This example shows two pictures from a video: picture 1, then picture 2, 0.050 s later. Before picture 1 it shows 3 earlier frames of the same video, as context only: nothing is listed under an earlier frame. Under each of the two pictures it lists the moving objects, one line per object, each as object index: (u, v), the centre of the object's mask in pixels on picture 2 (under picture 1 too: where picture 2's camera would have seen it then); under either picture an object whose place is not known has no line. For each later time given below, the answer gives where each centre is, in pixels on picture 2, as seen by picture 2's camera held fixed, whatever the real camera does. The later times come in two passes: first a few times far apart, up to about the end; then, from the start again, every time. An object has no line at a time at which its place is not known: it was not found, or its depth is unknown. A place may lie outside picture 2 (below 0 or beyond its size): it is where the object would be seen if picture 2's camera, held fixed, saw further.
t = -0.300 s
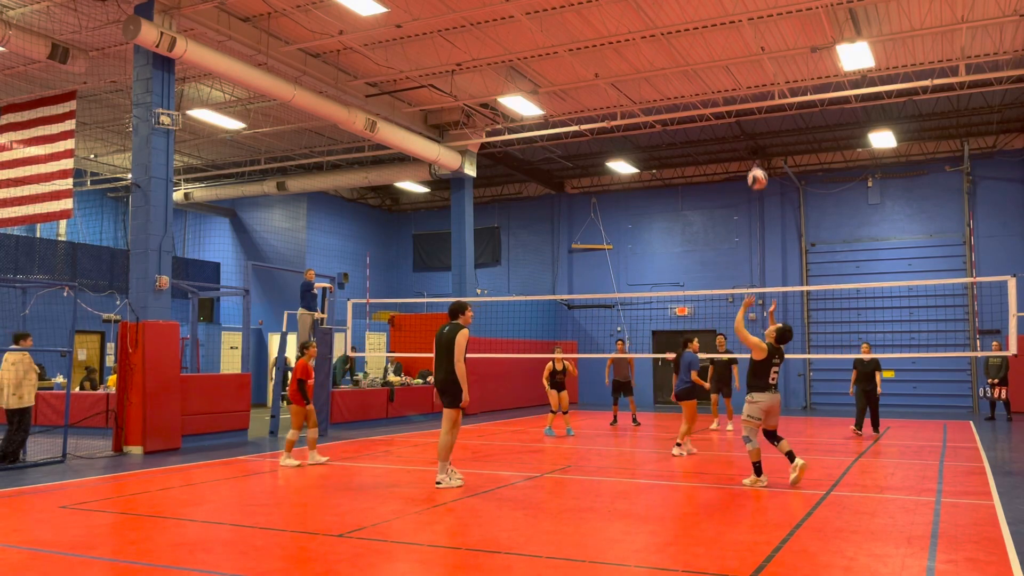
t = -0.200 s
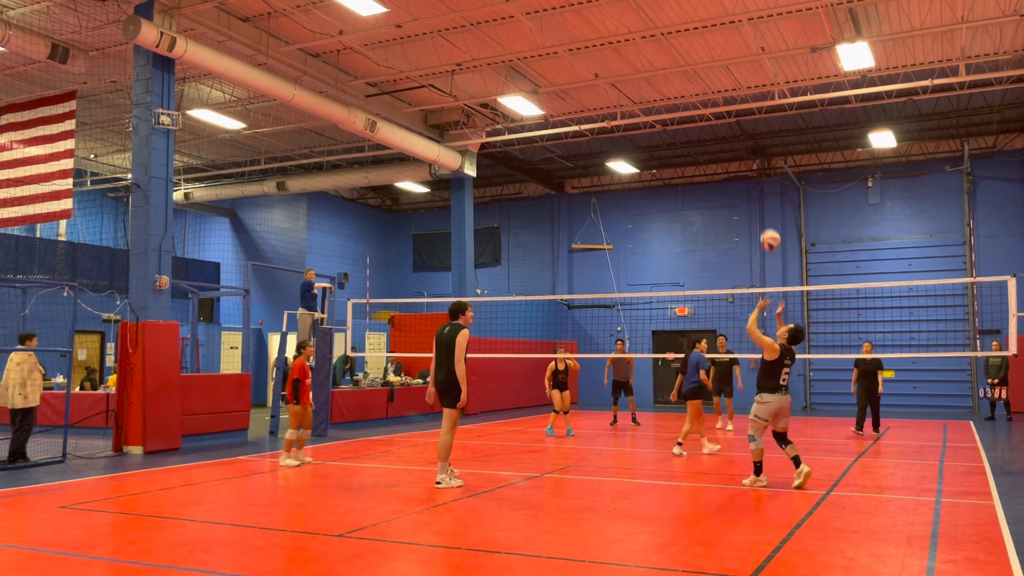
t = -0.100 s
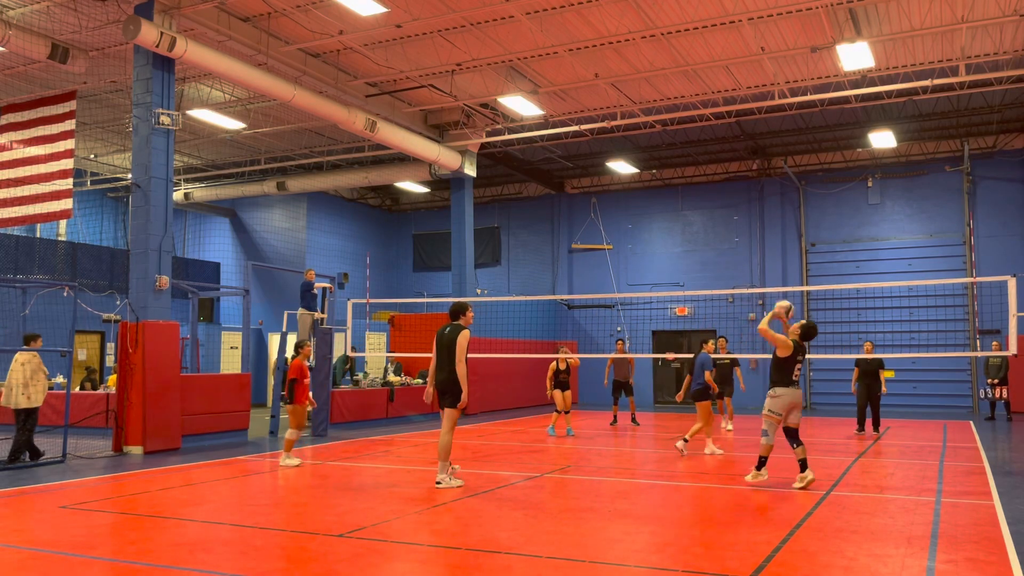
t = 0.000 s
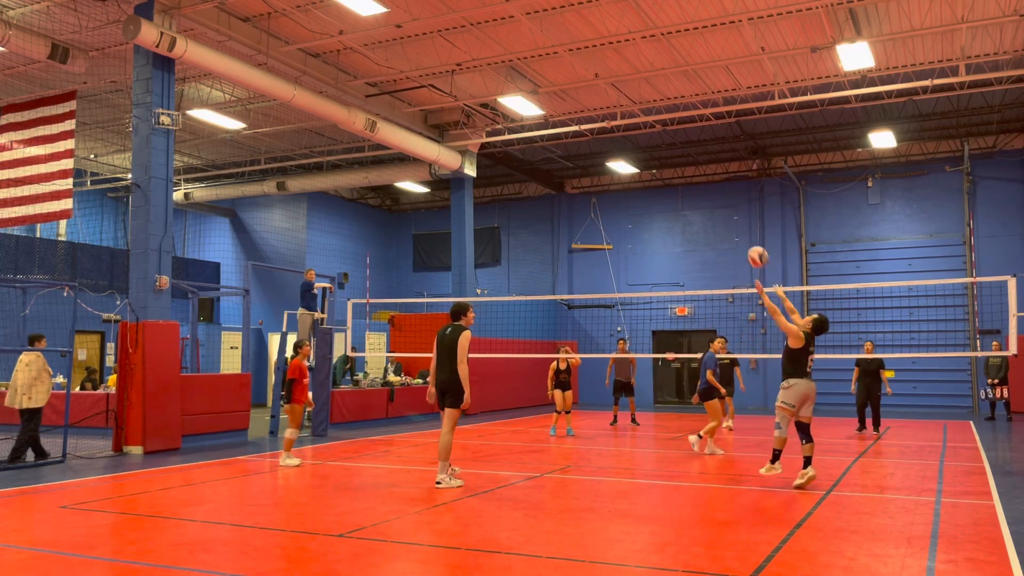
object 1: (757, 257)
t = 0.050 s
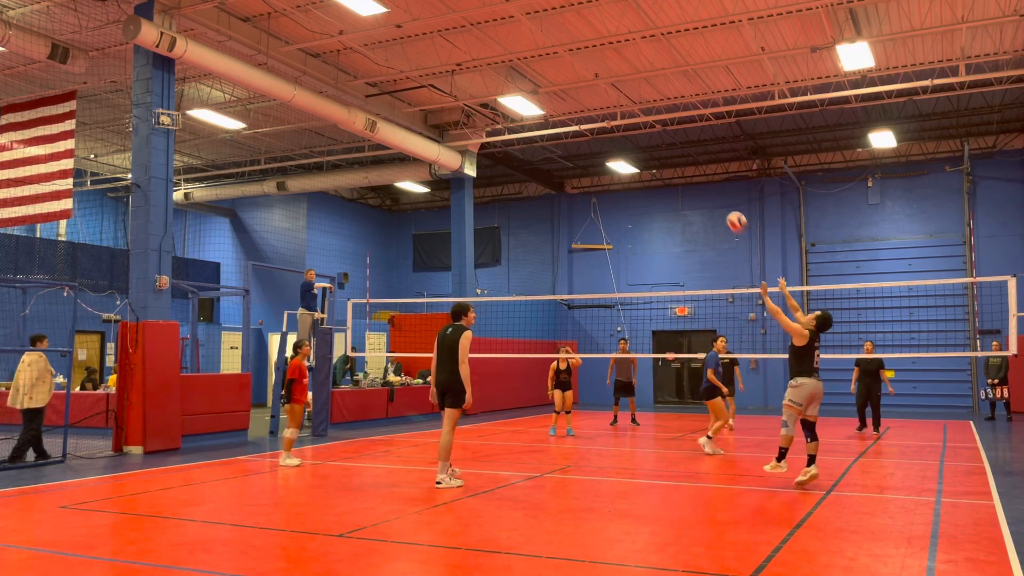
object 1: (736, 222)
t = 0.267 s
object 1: (655, 113)
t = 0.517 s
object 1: (579, 56)
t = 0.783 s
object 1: (513, 53)
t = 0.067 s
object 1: (730, 211)
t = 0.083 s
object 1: (723, 200)
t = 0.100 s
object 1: (716, 191)
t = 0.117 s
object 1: (709, 181)
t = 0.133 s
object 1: (703, 172)
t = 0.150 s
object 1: (696, 164)
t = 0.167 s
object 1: (690, 156)
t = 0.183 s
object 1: (684, 147)
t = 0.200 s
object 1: (678, 140)
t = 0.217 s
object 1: (672, 132)
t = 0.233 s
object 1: (666, 126)
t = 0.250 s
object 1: (660, 119)
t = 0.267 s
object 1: (655, 113)
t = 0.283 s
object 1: (649, 107)
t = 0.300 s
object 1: (644, 101)
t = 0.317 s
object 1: (639, 95)
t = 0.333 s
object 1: (633, 90)
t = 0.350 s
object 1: (628, 86)
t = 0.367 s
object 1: (623, 81)
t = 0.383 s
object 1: (618, 77)
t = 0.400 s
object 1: (613, 74)
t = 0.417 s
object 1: (608, 71)
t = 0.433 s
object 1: (602, 68)
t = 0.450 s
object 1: (598, 66)
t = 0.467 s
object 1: (593, 63)
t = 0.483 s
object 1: (589, 60)
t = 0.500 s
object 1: (584, 58)
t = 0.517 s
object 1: (579, 56)
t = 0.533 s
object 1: (575, 54)
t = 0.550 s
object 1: (571, 53)
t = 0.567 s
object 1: (566, 51)
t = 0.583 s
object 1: (562, 50)
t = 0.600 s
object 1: (558, 49)
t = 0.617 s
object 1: (554, 49)
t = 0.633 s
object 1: (550, 48)
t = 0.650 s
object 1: (546, 47)
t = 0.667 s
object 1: (542, 47)
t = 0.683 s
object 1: (537, 47)
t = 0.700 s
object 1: (533, 47)
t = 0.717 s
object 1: (529, 48)
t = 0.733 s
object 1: (525, 50)
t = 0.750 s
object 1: (521, 51)
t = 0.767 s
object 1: (517, 51)
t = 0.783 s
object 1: (513, 53)
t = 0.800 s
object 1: (509, 54)
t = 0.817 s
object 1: (506, 56)
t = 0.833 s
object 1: (501, 58)
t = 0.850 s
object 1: (498, 60)
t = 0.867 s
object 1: (495, 62)
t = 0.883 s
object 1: (490, 65)
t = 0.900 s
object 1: (487, 67)
